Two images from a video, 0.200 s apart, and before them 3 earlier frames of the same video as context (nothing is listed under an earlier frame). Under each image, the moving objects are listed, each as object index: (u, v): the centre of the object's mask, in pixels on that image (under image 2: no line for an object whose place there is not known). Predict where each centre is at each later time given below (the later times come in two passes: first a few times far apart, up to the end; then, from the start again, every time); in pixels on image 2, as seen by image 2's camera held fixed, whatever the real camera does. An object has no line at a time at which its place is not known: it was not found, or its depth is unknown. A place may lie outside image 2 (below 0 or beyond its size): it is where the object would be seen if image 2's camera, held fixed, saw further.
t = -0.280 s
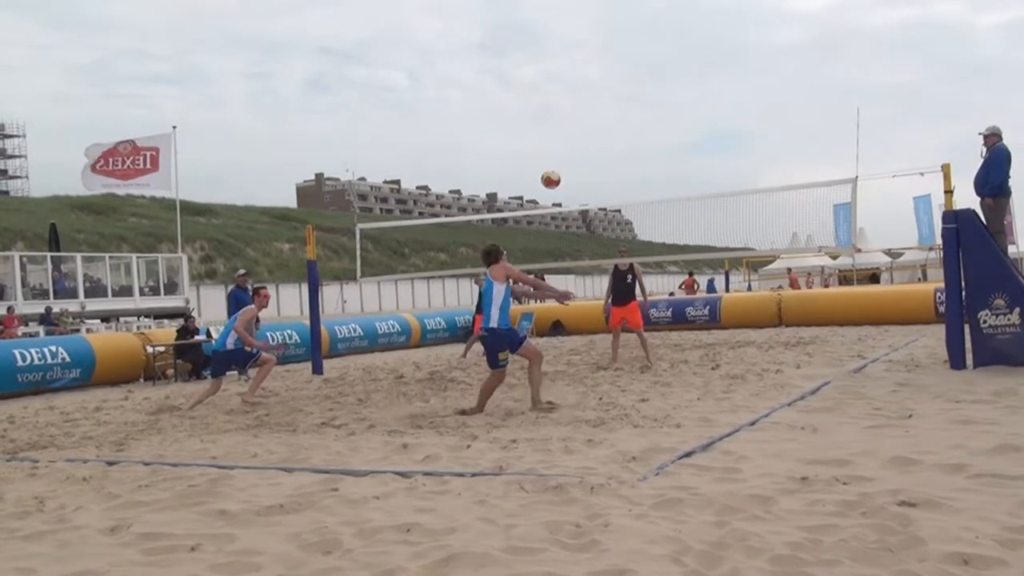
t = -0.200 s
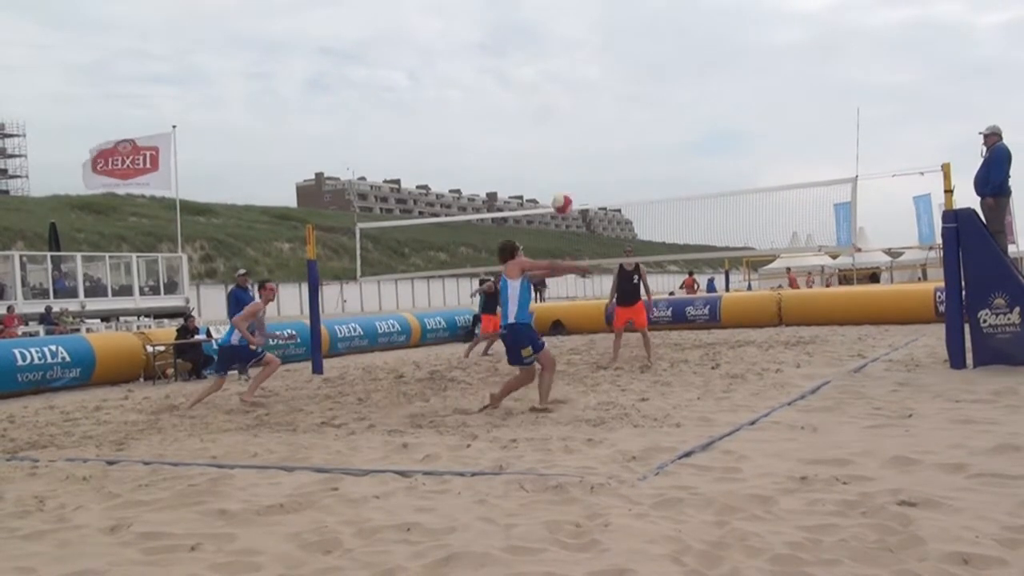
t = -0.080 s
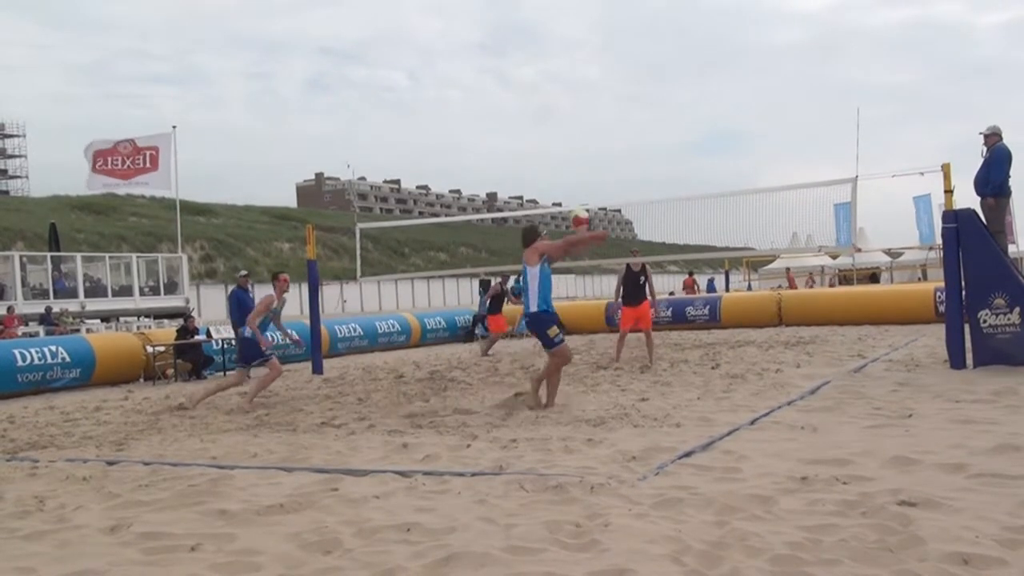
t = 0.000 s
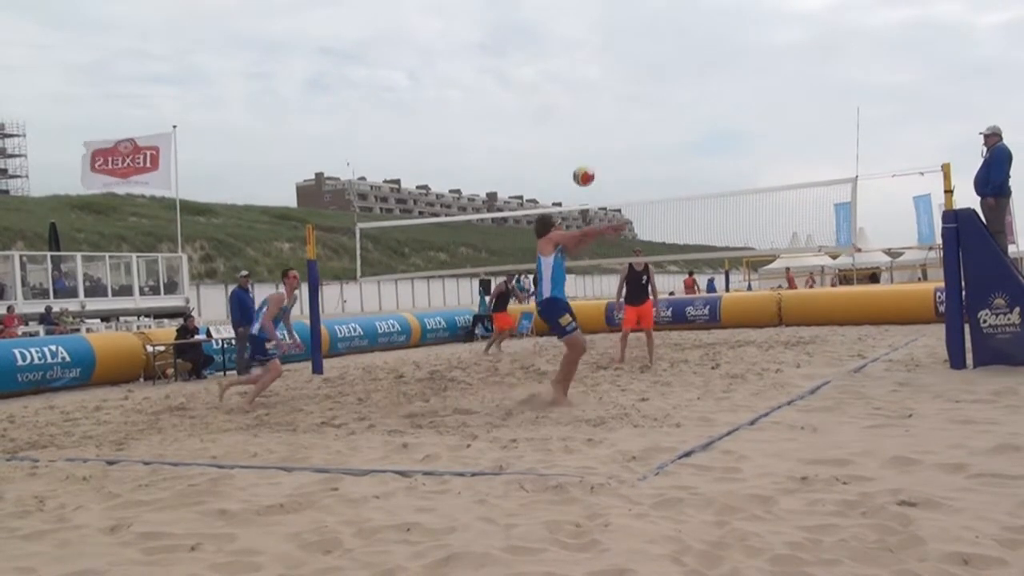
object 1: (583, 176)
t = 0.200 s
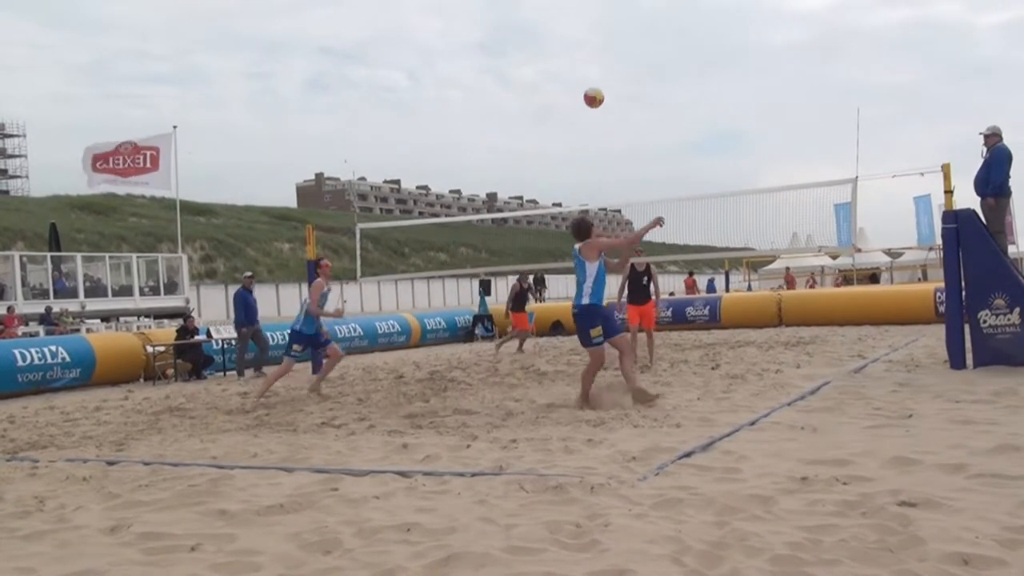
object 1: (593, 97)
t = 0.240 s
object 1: (595, 87)
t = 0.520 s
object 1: (603, 62)
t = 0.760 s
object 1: (608, 96)
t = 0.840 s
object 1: (609, 118)
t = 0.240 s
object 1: (595, 87)
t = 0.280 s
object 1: (597, 79)
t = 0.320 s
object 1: (598, 72)
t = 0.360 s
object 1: (599, 67)
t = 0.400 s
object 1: (600, 64)
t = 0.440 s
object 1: (601, 62)
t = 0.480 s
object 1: (602, 61)
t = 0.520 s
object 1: (603, 62)
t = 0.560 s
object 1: (604, 64)
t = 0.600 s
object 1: (605, 68)
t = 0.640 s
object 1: (606, 73)
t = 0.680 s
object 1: (607, 80)
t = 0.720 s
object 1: (607, 87)
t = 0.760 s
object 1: (608, 96)
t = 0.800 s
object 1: (609, 107)
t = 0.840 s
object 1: (609, 118)
